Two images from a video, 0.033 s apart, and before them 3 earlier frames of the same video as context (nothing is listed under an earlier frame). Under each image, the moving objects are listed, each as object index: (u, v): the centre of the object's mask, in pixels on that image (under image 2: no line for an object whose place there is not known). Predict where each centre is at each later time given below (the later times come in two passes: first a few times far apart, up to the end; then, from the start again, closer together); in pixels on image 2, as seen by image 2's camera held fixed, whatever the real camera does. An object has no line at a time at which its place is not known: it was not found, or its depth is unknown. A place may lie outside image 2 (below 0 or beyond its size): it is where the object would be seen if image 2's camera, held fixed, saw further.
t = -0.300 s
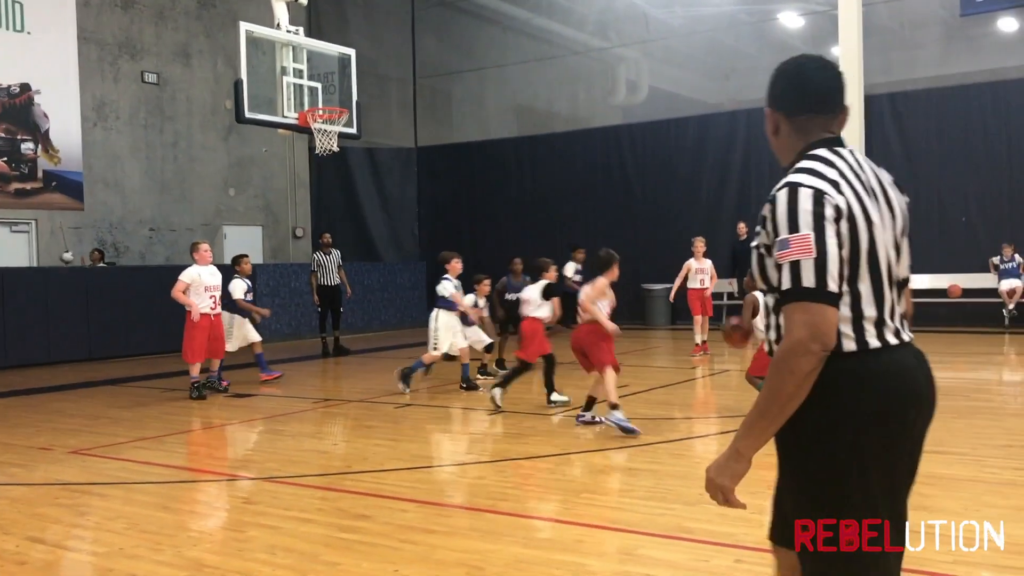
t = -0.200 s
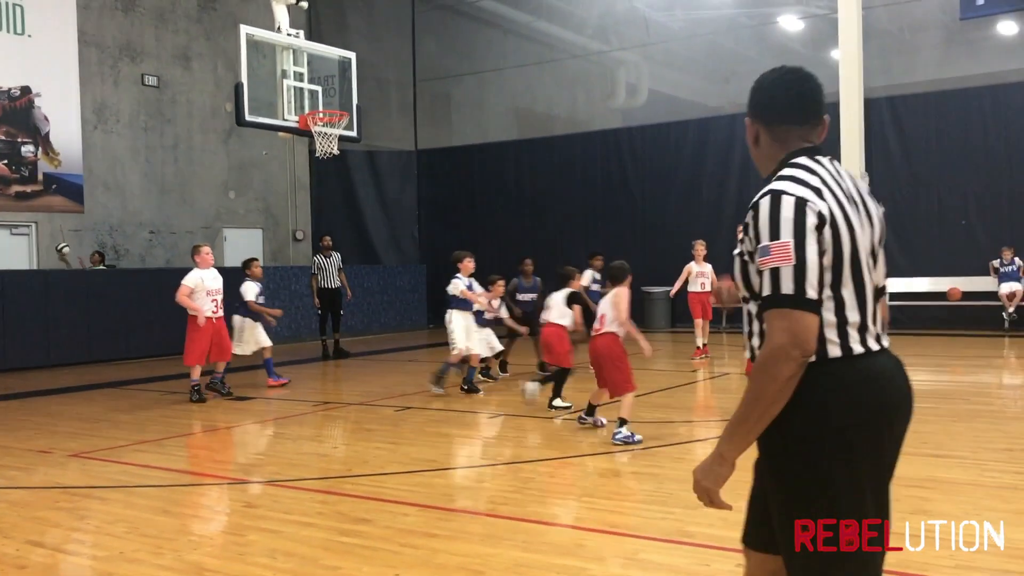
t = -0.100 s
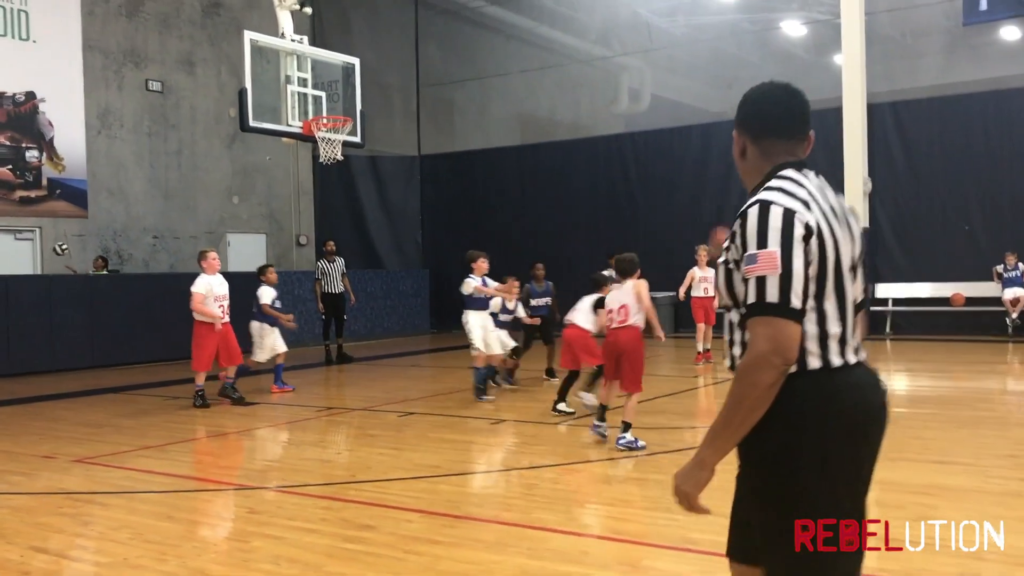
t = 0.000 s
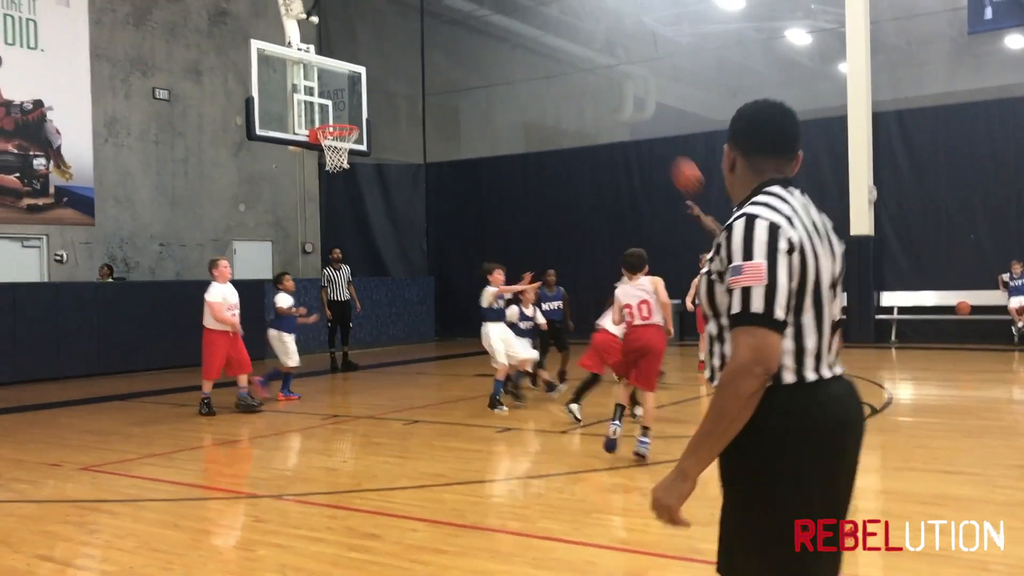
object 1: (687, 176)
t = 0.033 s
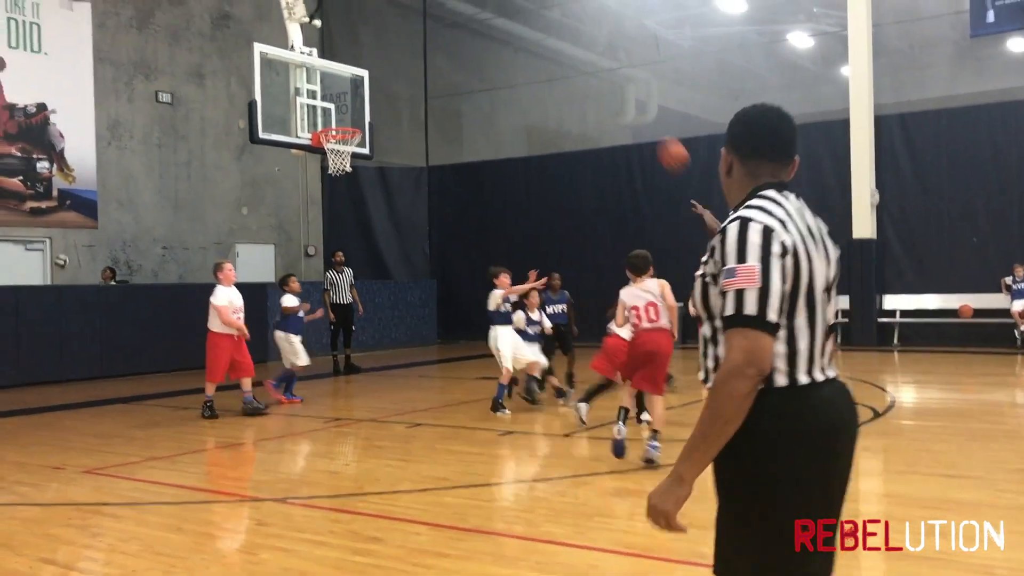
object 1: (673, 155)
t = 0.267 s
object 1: (574, 32)
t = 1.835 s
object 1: (336, 212)
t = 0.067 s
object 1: (658, 132)
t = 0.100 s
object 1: (643, 112)
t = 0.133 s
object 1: (628, 93)
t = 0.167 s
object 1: (614, 75)
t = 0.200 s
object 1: (600, 59)
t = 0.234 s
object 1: (587, 44)
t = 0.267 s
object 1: (574, 32)
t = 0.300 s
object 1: (562, 21)
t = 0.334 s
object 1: (550, 12)
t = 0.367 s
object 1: (538, 3)
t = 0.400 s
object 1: (527, -4)
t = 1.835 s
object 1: (336, 212)
